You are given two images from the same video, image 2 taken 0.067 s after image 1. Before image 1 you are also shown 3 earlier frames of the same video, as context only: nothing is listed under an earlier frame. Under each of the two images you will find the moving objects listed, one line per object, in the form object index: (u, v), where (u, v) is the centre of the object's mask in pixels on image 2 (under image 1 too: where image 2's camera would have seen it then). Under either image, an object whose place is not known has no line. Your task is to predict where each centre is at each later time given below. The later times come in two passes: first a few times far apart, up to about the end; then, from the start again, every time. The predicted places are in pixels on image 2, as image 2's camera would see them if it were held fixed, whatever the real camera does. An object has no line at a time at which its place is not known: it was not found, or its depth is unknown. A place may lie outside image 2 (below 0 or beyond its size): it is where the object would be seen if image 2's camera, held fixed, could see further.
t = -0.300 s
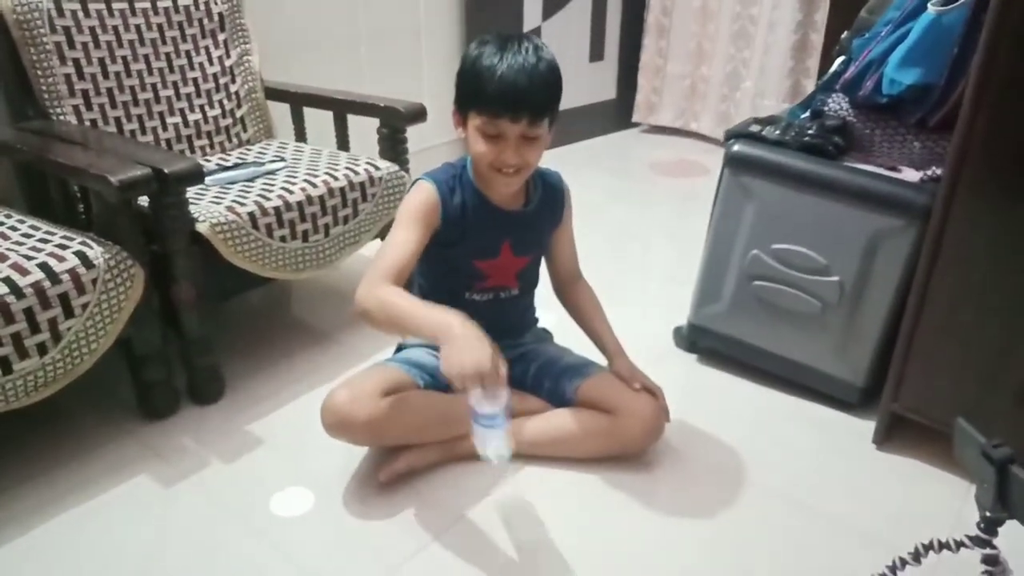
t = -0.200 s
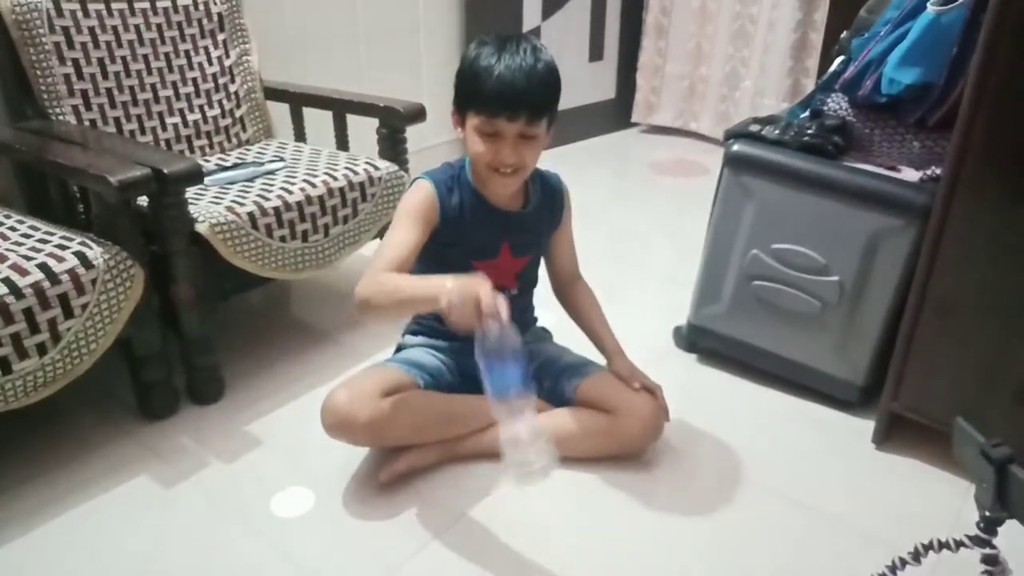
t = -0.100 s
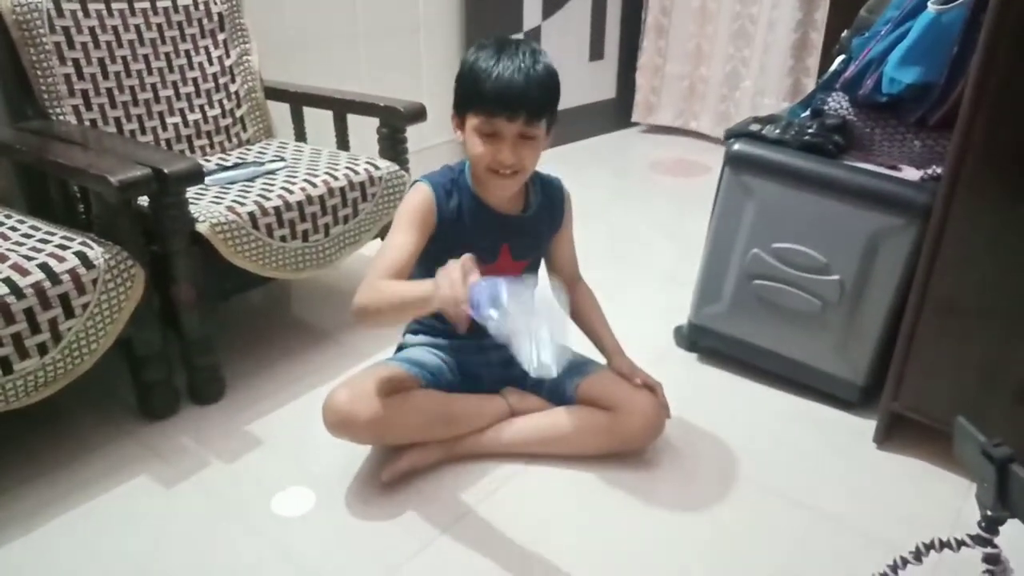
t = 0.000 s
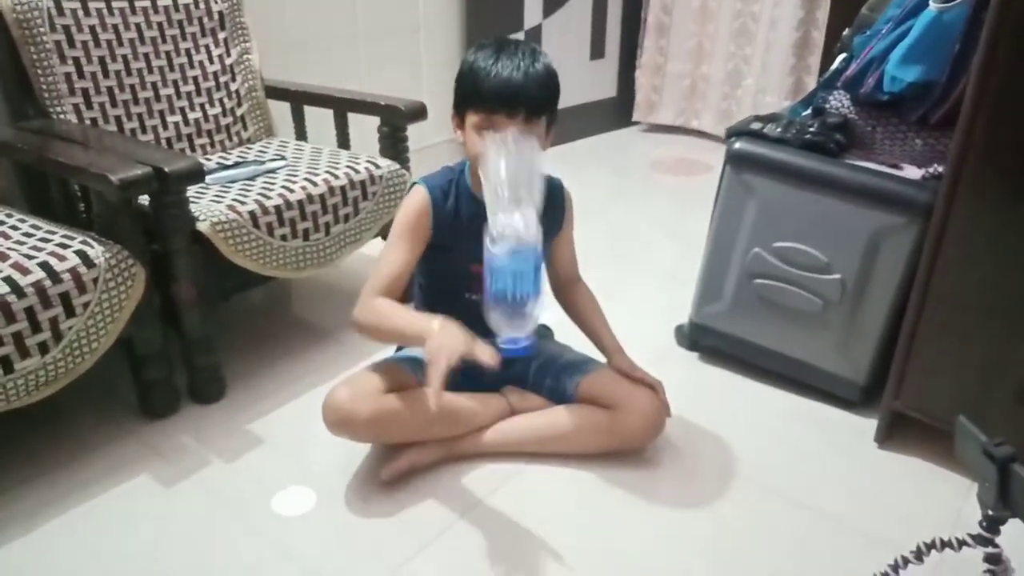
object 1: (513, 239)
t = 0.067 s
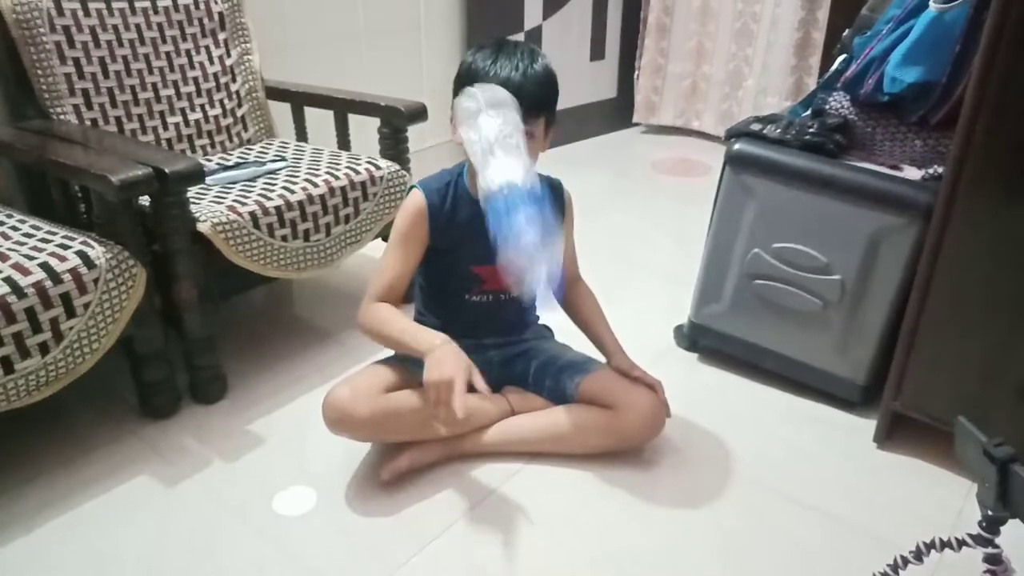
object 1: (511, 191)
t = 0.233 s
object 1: (462, 188)
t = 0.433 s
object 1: (412, 513)
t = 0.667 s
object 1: (401, 541)
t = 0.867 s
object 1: (402, 540)
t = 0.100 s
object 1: (509, 173)
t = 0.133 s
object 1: (505, 155)
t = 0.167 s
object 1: (492, 145)
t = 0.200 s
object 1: (475, 158)
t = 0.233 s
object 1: (462, 188)
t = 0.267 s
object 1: (451, 230)
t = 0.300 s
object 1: (443, 288)
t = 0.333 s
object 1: (435, 346)
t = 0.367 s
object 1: (428, 401)
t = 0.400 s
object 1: (421, 480)
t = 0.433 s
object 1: (412, 513)
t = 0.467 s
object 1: (405, 523)
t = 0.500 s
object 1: (400, 530)
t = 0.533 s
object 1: (399, 543)
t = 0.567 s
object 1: (399, 543)
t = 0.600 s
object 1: (400, 542)
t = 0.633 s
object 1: (401, 541)
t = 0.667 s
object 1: (401, 541)
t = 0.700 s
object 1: (401, 541)
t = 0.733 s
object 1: (400, 541)
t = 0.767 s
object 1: (400, 541)
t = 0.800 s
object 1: (400, 541)
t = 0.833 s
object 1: (401, 540)
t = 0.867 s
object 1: (402, 540)
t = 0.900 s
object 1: (401, 540)
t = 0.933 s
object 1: (401, 540)
